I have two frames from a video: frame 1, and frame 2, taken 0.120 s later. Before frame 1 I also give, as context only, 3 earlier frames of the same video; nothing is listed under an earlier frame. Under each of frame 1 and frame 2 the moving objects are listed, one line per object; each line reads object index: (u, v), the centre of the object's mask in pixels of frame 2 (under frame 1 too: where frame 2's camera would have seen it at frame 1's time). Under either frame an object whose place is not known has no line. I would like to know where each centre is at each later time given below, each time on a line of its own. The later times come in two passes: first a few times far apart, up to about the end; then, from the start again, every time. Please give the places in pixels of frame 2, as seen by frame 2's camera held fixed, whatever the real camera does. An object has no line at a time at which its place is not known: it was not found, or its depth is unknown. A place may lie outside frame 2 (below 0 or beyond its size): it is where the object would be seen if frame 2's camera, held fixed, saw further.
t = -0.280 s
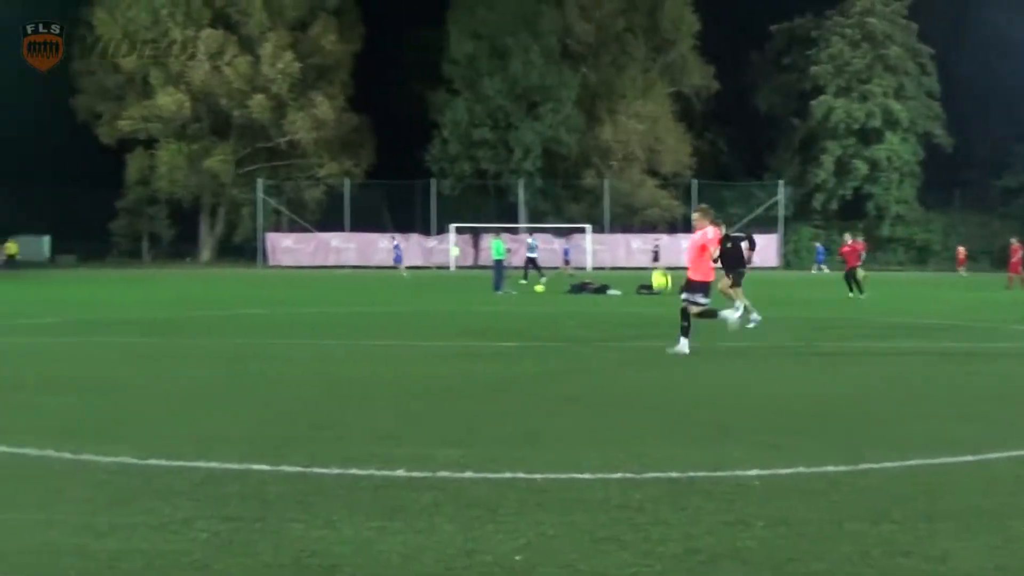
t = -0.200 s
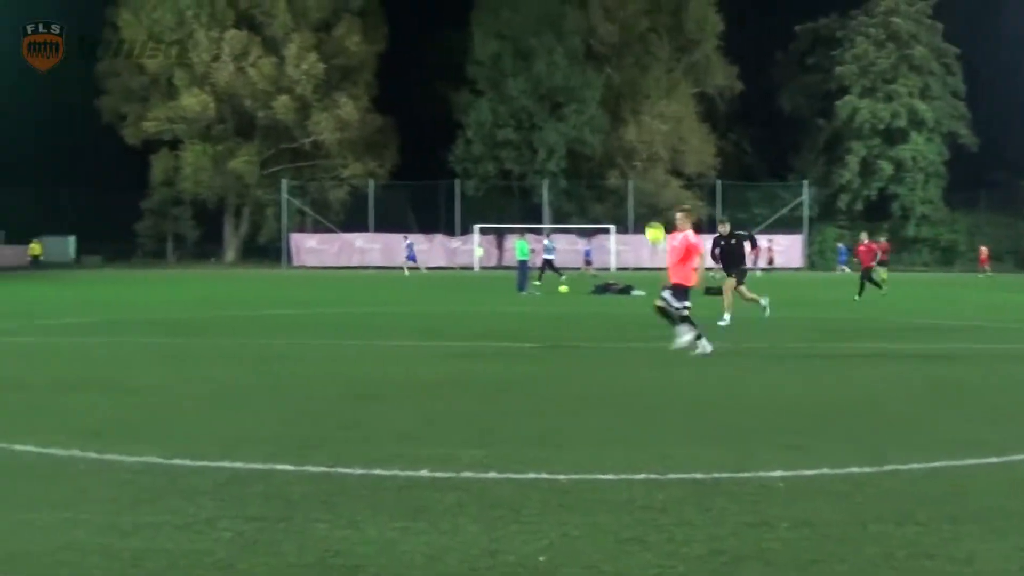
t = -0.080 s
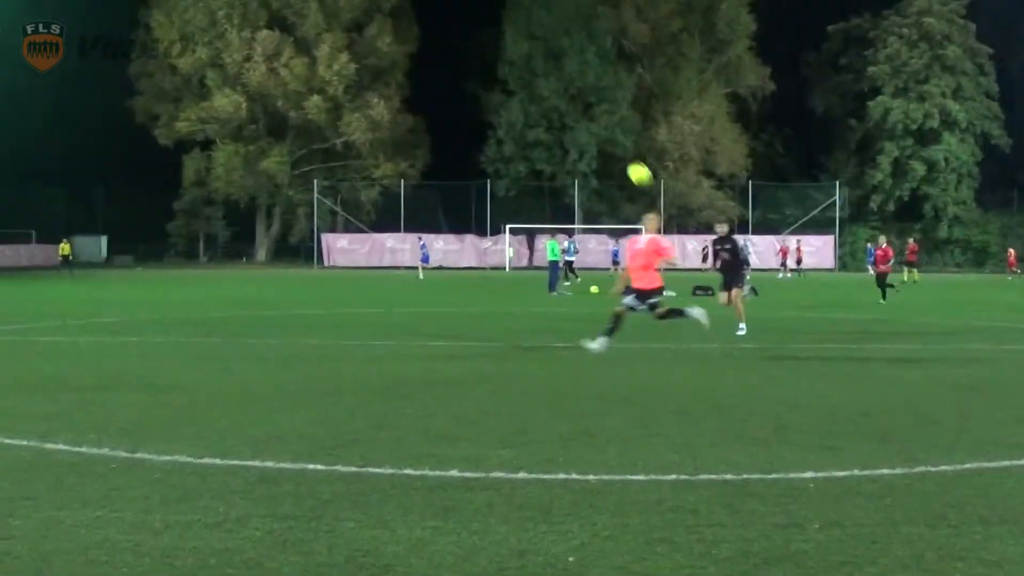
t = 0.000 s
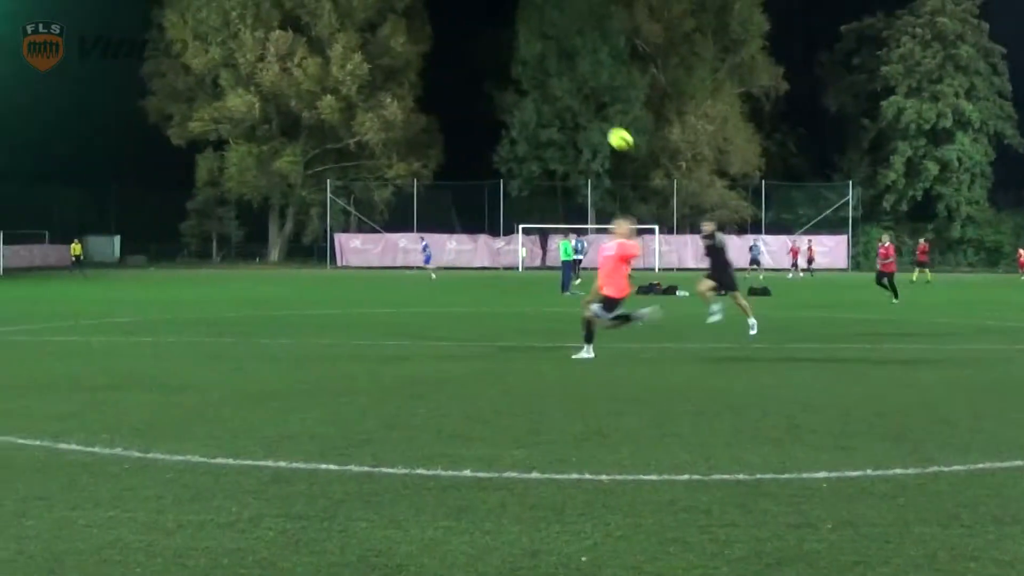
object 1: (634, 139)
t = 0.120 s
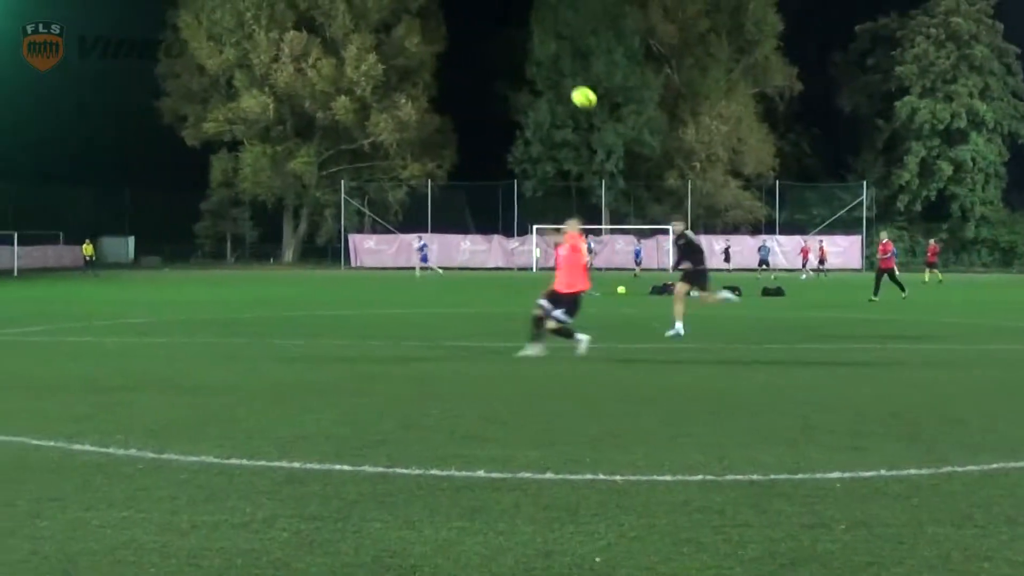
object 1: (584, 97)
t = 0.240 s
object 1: (531, 68)
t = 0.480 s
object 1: (420, 49)
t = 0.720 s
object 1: (305, 88)
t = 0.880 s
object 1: (226, 148)
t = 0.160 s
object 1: (566, 86)
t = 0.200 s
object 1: (549, 76)
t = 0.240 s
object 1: (531, 68)
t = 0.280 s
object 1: (513, 61)
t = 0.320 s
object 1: (495, 56)
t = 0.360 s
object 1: (477, 52)
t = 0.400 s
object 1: (458, 49)
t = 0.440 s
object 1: (439, 49)
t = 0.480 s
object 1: (420, 49)
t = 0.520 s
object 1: (401, 52)
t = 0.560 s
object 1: (382, 56)
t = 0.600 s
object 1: (364, 60)
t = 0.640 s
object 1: (345, 68)
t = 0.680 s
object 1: (324, 77)
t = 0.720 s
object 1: (305, 88)
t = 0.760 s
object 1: (285, 101)
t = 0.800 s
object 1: (266, 114)
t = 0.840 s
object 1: (246, 130)
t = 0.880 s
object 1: (226, 148)
